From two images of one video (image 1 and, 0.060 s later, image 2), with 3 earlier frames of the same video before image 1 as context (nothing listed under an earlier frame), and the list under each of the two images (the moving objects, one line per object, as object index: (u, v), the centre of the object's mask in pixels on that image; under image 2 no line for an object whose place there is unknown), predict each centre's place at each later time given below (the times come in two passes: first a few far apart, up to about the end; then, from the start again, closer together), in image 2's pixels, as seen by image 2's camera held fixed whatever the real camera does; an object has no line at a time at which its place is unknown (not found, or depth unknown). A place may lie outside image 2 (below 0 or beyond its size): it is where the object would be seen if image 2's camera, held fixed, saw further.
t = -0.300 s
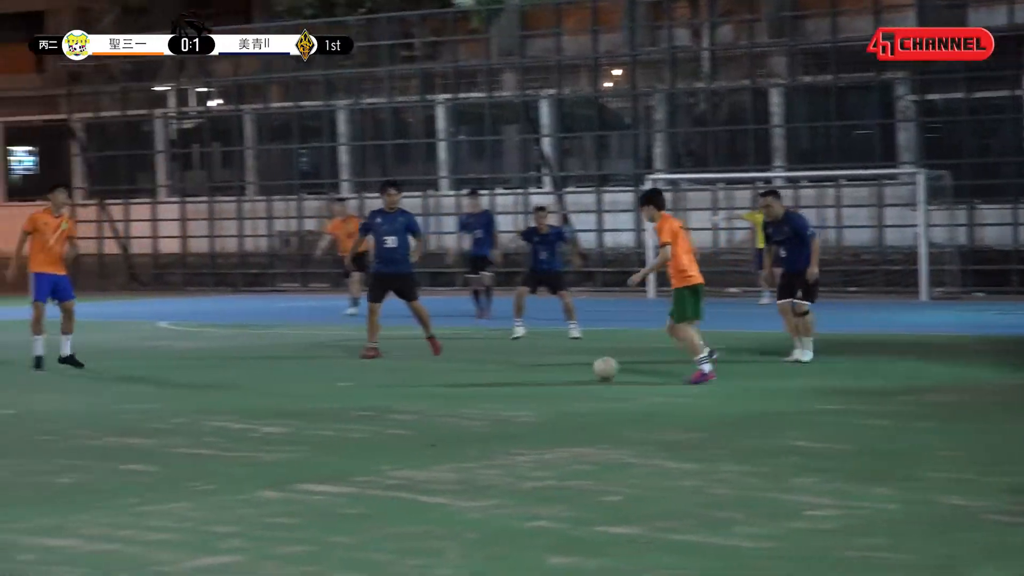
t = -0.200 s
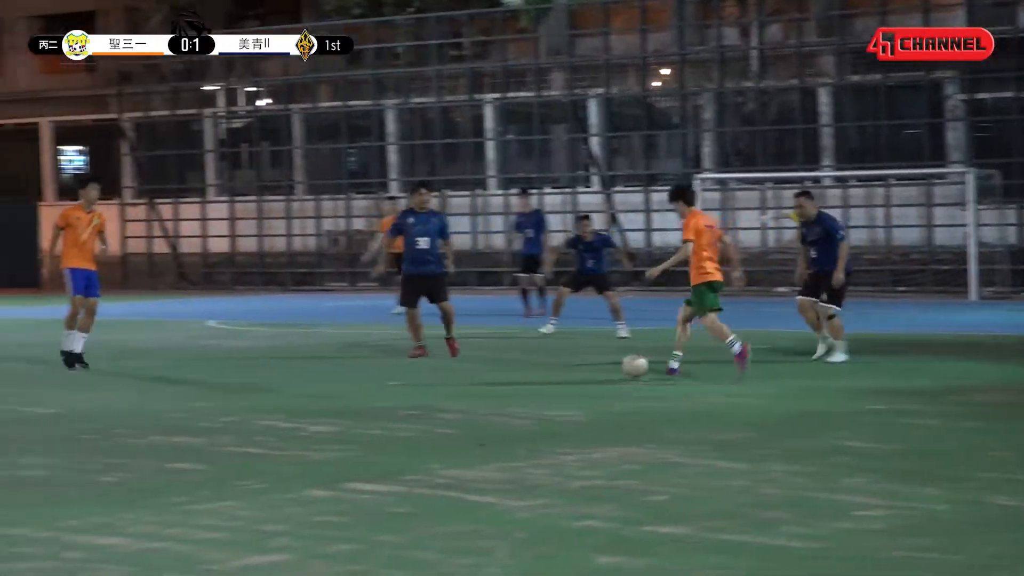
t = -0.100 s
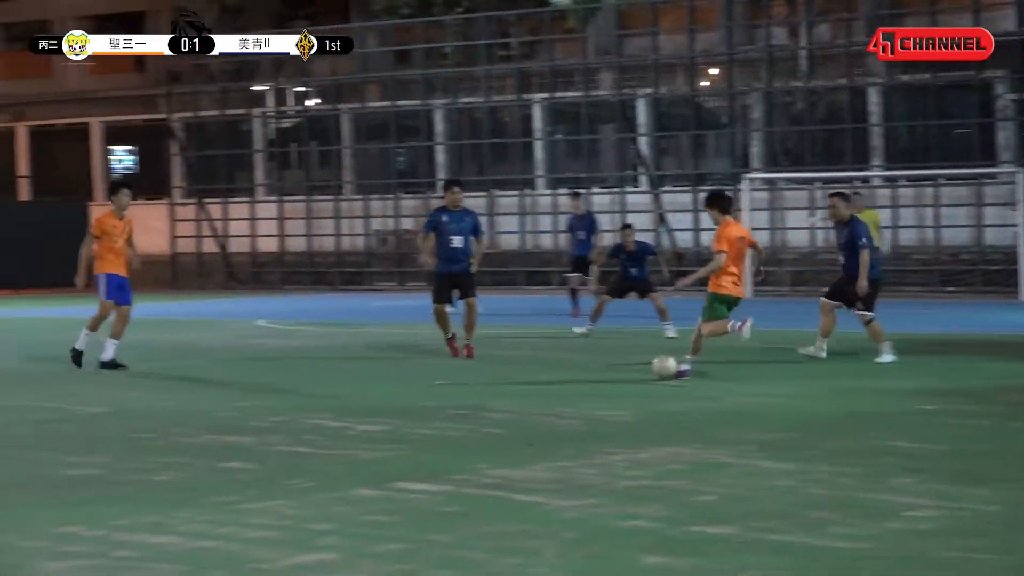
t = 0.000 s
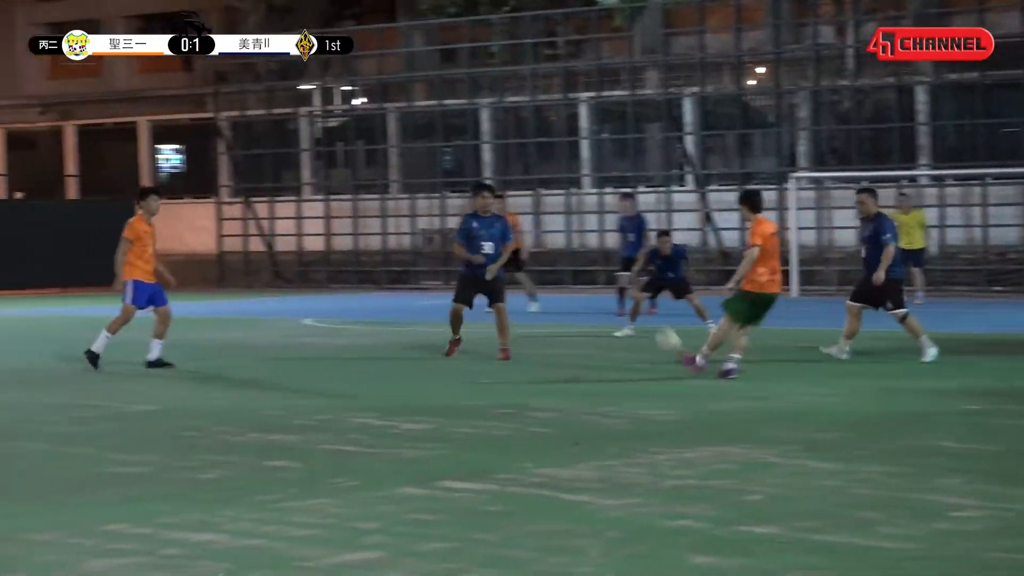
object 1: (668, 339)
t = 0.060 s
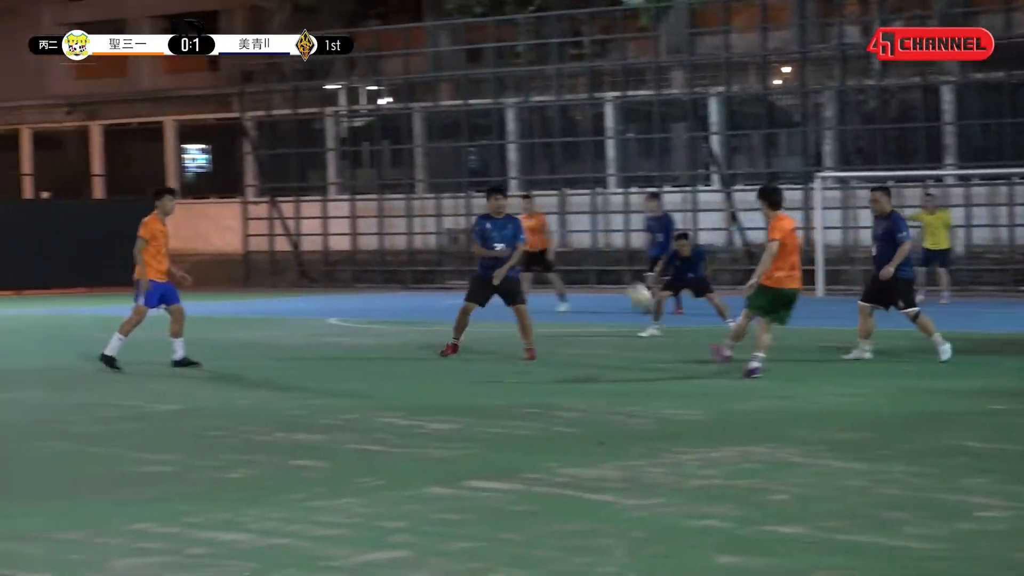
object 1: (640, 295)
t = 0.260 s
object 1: (496, 185)
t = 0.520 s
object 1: (370, 114)
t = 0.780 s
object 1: (285, 96)
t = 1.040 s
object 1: (228, 120)
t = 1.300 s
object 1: (188, 177)
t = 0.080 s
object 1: (622, 280)
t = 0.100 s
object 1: (607, 270)
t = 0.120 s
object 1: (592, 257)
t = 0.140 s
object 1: (576, 245)
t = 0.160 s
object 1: (563, 232)
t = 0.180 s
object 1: (549, 223)
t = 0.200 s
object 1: (536, 212)
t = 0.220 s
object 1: (522, 202)
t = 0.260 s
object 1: (496, 185)
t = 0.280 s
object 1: (484, 177)
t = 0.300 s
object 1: (473, 170)
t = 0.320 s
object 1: (462, 163)
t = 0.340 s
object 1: (451, 156)
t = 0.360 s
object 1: (441, 150)
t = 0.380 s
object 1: (431, 144)
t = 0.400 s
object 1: (422, 138)
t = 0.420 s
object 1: (412, 134)
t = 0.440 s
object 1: (404, 129)
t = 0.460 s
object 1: (394, 125)
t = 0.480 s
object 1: (386, 121)
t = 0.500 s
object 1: (378, 117)
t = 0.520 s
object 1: (370, 114)
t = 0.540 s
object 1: (362, 110)
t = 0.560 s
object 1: (354, 107)
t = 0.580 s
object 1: (347, 105)
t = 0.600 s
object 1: (340, 103)
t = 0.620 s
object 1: (333, 100)
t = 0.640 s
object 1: (326, 99)
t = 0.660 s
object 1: (320, 99)
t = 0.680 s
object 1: (314, 97)
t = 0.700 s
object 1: (308, 97)
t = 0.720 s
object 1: (301, 96)
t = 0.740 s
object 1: (295, 96)
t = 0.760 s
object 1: (290, 96)
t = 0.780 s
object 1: (285, 96)
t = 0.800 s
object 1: (280, 97)
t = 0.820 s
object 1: (274, 97)
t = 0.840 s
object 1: (269, 98)
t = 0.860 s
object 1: (265, 100)
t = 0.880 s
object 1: (260, 101)
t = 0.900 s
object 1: (256, 102)
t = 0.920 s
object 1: (251, 104)
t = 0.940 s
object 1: (247, 106)
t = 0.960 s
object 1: (243, 109)
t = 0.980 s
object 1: (239, 111)
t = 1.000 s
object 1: (235, 114)
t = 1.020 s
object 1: (231, 117)
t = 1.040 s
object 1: (228, 120)
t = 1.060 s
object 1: (224, 123)
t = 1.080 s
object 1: (220, 127)
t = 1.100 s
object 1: (217, 130)
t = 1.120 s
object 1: (214, 134)
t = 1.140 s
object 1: (211, 138)
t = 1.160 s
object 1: (208, 142)
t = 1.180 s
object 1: (205, 146)
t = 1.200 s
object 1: (202, 151)
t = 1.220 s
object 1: (199, 156)
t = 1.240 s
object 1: (196, 161)
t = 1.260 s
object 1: (193, 166)
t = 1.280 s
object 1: (191, 171)
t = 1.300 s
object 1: (188, 177)
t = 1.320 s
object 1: (186, 181)
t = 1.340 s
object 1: (183, 187)
